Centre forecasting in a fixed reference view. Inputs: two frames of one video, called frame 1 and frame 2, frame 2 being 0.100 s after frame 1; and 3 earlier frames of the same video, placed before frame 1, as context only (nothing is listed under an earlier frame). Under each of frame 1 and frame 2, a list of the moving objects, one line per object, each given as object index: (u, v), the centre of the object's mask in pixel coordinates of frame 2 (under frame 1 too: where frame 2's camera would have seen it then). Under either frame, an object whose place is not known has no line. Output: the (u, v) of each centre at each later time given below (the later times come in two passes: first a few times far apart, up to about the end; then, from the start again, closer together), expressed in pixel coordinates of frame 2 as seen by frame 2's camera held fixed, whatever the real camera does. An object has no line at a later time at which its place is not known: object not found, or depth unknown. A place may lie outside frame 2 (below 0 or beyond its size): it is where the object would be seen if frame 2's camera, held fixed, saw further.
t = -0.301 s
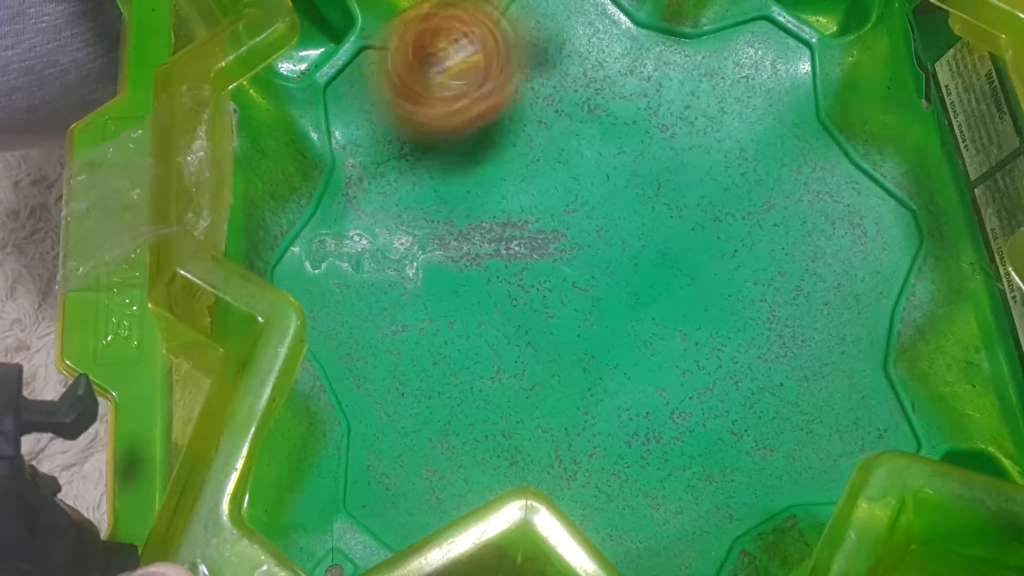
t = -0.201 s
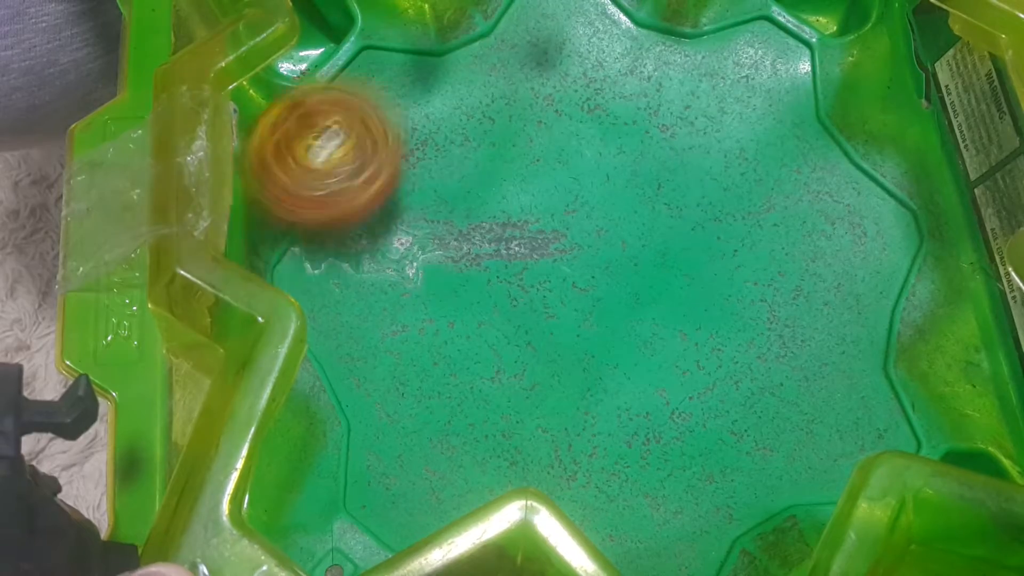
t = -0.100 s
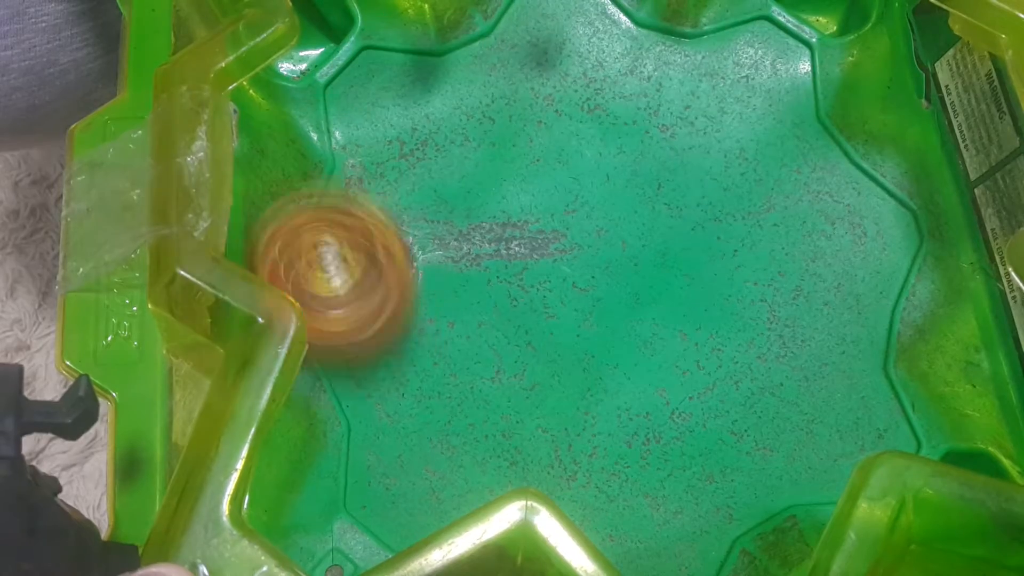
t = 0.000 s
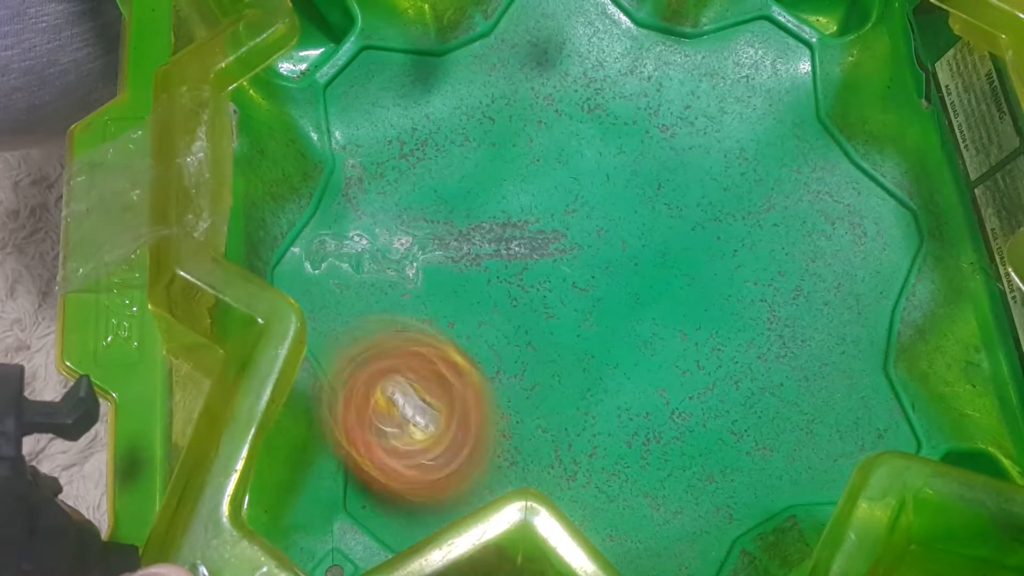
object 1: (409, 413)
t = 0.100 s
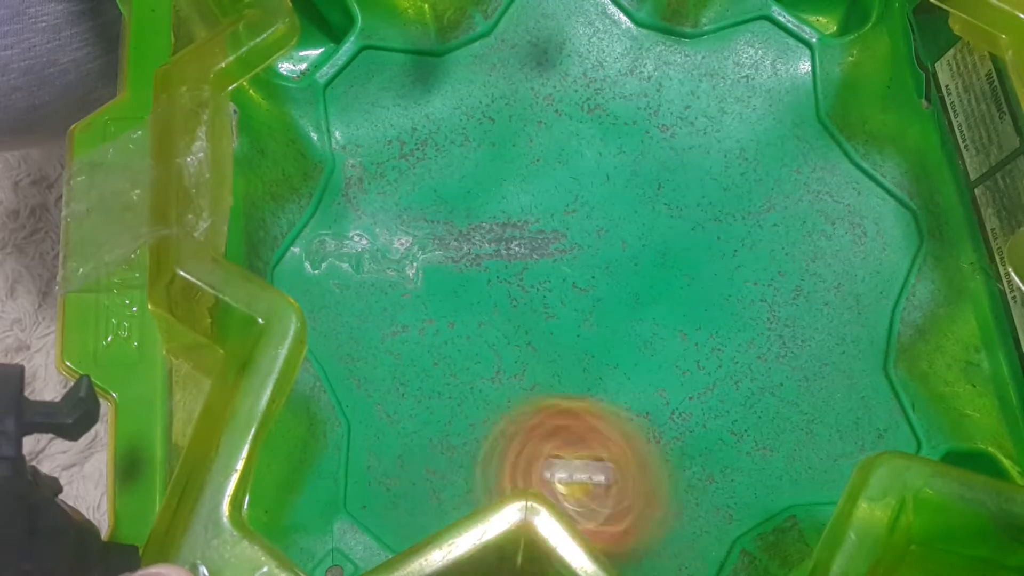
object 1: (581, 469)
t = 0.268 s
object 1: (793, 352)
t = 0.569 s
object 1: (630, 40)
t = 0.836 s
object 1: (325, 186)
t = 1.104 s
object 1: (548, 440)
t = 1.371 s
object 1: (828, 256)
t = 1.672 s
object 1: (542, 59)
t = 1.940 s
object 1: (383, 346)
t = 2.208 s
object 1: (739, 476)
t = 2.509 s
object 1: (756, 134)
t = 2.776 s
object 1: (437, 86)
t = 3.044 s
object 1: (360, 237)
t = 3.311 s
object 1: (618, 370)
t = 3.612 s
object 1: (736, 141)
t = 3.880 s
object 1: (489, 146)
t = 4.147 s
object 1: (591, 430)
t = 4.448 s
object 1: (780, 244)
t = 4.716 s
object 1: (515, 135)
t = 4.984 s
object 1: (406, 366)
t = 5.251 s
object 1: (685, 369)
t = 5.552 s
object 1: (671, 100)
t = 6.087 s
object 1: (590, 385)
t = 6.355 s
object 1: (790, 278)
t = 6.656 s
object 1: (555, 158)
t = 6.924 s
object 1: (463, 353)
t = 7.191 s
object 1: (672, 341)
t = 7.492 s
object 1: (629, 117)
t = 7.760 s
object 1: (462, 153)
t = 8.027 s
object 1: (613, 323)
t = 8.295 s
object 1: (776, 210)
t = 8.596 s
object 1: (570, 116)
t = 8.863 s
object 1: (462, 301)
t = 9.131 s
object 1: (641, 367)
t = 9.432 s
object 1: (670, 166)
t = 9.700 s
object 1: (500, 120)
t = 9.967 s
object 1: (550, 300)
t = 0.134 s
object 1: (638, 476)
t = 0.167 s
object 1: (690, 457)
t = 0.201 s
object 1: (734, 428)
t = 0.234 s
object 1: (769, 392)
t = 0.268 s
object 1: (793, 352)
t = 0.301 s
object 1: (808, 307)
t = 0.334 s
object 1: (813, 261)
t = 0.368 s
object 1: (807, 215)
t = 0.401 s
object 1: (794, 174)
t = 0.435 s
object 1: (774, 134)
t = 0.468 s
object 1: (748, 96)
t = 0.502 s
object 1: (711, 61)
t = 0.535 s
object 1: (673, 47)
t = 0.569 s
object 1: (630, 40)
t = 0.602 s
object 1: (582, 38)
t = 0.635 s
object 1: (534, 42)
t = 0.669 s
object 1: (493, 52)
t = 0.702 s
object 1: (450, 69)
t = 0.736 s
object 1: (410, 98)
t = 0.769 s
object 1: (373, 129)
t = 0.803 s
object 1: (343, 158)
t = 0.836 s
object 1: (325, 186)
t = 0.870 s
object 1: (322, 215)
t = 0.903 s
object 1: (337, 243)
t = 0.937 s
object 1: (359, 280)
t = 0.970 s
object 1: (381, 319)
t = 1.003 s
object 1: (406, 357)
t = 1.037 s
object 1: (447, 394)
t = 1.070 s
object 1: (495, 422)
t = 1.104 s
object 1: (548, 440)
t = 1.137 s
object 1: (605, 453)
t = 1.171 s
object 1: (657, 447)
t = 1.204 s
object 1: (708, 431)
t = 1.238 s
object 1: (751, 407)
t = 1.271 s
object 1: (785, 373)
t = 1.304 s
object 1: (809, 336)
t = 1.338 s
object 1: (823, 298)
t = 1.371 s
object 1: (828, 256)
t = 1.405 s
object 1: (822, 216)
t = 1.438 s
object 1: (808, 175)
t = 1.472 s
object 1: (785, 139)
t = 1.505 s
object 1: (757, 105)
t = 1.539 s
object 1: (722, 75)
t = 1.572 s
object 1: (681, 59)
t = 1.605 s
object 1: (632, 51)
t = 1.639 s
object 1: (584, 53)
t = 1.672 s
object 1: (542, 59)
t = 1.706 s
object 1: (505, 73)
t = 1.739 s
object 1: (468, 98)
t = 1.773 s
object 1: (436, 127)
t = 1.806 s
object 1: (410, 166)
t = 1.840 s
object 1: (389, 208)
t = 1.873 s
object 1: (375, 251)
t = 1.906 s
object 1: (376, 298)
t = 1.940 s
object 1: (383, 346)
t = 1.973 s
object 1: (402, 395)
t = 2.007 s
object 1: (434, 434)
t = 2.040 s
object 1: (472, 451)
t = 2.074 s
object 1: (530, 467)
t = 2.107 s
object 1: (597, 487)
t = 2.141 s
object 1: (649, 500)
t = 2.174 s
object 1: (698, 497)
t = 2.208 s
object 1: (739, 476)
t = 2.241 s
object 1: (773, 445)
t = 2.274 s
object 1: (801, 411)
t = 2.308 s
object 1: (821, 373)
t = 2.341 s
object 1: (831, 329)
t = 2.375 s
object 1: (831, 286)
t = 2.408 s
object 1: (823, 244)
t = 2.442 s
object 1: (807, 204)
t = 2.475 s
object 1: (784, 168)
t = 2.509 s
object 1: (756, 134)
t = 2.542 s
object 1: (721, 102)
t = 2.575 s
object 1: (684, 78)
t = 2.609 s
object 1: (643, 63)
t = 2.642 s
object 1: (598, 56)
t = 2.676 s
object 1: (556, 55)
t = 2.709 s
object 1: (515, 59)
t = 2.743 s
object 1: (477, 70)
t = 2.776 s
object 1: (437, 86)
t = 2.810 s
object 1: (397, 106)
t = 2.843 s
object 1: (362, 127)
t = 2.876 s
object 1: (339, 145)
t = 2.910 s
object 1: (323, 162)
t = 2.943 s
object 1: (319, 180)
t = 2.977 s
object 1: (324, 199)
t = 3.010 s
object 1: (342, 219)
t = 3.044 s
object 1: (360, 237)
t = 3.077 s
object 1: (383, 258)
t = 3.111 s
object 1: (408, 283)
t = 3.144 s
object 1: (434, 311)
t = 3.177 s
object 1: (464, 338)
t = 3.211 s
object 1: (501, 359)
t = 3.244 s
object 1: (540, 373)
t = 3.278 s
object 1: (579, 376)
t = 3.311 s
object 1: (618, 370)
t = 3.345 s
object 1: (652, 357)
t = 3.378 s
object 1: (683, 339)
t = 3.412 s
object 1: (708, 317)
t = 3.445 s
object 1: (730, 292)
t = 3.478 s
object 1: (746, 265)
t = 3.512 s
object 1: (755, 237)
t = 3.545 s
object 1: (757, 206)
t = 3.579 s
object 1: (749, 172)
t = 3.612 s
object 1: (736, 141)
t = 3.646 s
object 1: (711, 114)
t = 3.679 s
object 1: (679, 93)
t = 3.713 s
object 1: (642, 81)
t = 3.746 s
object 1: (603, 74)
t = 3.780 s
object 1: (570, 79)
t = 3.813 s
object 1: (538, 92)
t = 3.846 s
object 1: (512, 116)
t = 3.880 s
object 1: (489, 146)
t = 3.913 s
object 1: (467, 186)
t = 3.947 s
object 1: (456, 225)
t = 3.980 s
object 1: (457, 265)
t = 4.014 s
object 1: (468, 308)
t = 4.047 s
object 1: (487, 349)
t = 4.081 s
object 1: (515, 382)
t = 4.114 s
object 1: (552, 410)
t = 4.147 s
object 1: (591, 430)
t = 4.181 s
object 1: (633, 440)
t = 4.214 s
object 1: (674, 438)
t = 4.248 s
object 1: (713, 428)
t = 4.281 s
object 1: (746, 408)
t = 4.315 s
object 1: (774, 381)
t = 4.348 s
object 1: (791, 350)
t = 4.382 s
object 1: (798, 315)
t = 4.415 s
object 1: (794, 278)
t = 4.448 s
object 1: (780, 244)
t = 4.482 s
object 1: (759, 211)
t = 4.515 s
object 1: (736, 184)
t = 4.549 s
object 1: (703, 158)
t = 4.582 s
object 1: (666, 137)
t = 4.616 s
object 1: (629, 128)
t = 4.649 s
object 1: (590, 125)
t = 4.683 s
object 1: (552, 128)
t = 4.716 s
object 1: (515, 135)
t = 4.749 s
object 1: (484, 150)
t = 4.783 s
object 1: (456, 172)
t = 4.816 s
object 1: (428, 197)
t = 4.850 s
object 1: (408, 225)
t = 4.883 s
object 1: (395, 256)
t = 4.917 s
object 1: (389, 294)
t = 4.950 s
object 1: (391, 332)
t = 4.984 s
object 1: (406, 366)
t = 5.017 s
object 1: (430, 394)
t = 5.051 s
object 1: (463, 417)
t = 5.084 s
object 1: (503, 427)
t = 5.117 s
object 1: (550, 433)
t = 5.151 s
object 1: (593, 433)
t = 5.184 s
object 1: (629, 418)
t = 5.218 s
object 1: (661, 395)
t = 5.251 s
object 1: (685, 369)
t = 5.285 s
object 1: (704, 339)
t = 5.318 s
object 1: (716, 307)
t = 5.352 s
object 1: (725, 276)
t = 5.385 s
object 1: (731, 245)
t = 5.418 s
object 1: (731, 211)
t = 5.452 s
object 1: (725, 180)
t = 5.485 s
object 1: (714, 151)
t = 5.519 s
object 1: (694, 123)
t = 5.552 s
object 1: (671, 100)
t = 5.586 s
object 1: (643, 83)
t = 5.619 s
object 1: (611, 69)
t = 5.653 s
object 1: (576, 64)
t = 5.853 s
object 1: (445, 191)
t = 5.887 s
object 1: (443, 228)
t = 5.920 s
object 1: (452, 260)
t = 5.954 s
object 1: (468, 296)
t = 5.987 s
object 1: (491, 331)
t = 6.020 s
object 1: (519, 355)
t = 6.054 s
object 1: (553, 372)
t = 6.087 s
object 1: (590, 385)
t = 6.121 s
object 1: (627, 393)
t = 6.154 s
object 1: (662, 394)
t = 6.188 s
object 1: (700, 391)
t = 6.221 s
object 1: (730, 379)
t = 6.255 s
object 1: (755, 361)
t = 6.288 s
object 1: (776, 337)
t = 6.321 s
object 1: (788, 309)
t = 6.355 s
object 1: (790, 278)
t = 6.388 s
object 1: (784, 250)
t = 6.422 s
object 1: (770, 222)
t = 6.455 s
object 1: (747, 195)
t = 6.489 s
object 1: (723, 173)
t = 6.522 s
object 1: (691, 157)
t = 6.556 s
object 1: (659, 147)
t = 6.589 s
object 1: (624, 143)
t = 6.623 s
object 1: (589, 147)
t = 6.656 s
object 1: (555, 158)
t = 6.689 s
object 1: (523, 171)
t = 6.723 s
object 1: (492, 187)
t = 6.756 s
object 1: (469, 206)
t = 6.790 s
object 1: (458, 234)
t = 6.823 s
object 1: (452, 262)
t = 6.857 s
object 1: (448, 293)
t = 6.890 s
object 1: (450, 326)
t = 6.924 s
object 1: (463, 353)
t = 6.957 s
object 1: (485, 378)
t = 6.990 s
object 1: (514, 396)
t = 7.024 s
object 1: (549, 404)
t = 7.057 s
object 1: (584, 404)
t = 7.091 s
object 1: (613, 395)
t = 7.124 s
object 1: (639, 381)
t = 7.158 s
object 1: (658, 363)
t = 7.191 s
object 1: (672, 341)
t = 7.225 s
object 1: (681, 318)
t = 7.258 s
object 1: (686, 290)
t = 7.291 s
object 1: (691, 263)
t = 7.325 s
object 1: (692, 236)
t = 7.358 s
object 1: (690, 208)
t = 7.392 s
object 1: (683, 179)
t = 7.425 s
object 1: (670, 154)
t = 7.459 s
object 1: (650, 132)
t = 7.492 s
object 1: (629, 117)
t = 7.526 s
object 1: (601, 103)
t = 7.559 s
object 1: (576, 94)
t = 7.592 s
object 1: (548, 88)
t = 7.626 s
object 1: (526, 90)
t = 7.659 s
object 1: (505, 101)
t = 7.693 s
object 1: (487, 115)
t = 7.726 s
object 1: (473, 131)
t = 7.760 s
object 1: (462, 153)
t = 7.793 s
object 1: (452, 186)
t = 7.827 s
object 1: (454, 215)
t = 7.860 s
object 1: (466, 244)
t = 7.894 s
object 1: (489, 271)
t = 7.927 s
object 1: (518, 296)
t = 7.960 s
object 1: (550, 312)
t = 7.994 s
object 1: (582, 322)
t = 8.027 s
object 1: (613, 323)
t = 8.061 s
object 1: (643, 318)
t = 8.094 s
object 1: (674, 312)
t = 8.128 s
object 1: (701, 302)
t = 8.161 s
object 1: (727, 293)
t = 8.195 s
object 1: (749, 279)
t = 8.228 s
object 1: (766, 259)
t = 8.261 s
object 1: (774, 238)
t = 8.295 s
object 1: (776, 210)
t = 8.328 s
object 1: (770, 183)
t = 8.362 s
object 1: (758, 160)
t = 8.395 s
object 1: (741, 137)
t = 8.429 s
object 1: (717, 120)
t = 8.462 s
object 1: (688, 109)
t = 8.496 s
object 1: (659, 103)
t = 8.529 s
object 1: (628, 102)
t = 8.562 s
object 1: (599, 108)
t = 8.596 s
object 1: (570, 116)
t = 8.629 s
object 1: (541, 128)
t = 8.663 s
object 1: (514, 143)
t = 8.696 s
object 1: (491, 166)
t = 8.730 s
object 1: (473, 189)
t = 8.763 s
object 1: (461, 215)
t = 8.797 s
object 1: (456, 242)
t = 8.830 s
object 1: (458, 271)
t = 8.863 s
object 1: (462, 301)
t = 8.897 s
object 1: (472, 331)
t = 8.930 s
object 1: (491, 354)
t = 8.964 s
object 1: (517, 372)
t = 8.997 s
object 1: (542, 383)
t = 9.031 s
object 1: (567, 388)
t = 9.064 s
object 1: (596, 385)
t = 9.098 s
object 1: (620, 378)
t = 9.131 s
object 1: (641, 367)
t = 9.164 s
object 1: (657, 351)
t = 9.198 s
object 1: (669, 333)
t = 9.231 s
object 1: (678, 313)
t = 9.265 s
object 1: (685, 288)
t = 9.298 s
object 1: (688, 262)
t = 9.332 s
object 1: (688, 239)
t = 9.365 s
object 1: (687, 213)
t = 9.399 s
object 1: (681, 188)
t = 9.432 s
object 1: (670, 166)
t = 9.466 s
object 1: (653, 144)
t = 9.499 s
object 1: (635, 127)
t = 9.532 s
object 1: (613, 115)
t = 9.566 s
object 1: (587, 103)
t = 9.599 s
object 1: (562, 98)
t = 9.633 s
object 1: (538, 95)
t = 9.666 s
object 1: (517, 104)
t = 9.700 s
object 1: (500, 120)
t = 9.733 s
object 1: (484, 140)
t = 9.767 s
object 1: (470, 165)
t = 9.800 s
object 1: (461, 194)
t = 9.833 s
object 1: (466, 219)
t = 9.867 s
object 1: (480, 247)
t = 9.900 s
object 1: (500, 268)
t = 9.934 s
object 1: (525, 288)
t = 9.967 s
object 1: (550, 300)
